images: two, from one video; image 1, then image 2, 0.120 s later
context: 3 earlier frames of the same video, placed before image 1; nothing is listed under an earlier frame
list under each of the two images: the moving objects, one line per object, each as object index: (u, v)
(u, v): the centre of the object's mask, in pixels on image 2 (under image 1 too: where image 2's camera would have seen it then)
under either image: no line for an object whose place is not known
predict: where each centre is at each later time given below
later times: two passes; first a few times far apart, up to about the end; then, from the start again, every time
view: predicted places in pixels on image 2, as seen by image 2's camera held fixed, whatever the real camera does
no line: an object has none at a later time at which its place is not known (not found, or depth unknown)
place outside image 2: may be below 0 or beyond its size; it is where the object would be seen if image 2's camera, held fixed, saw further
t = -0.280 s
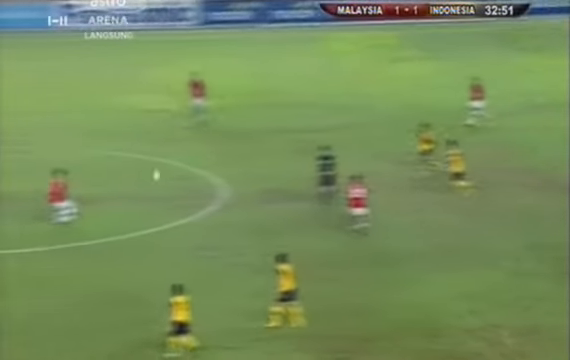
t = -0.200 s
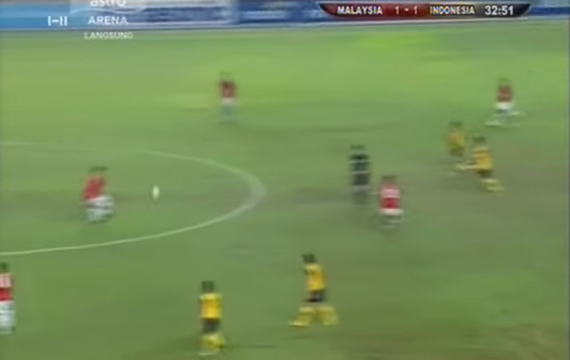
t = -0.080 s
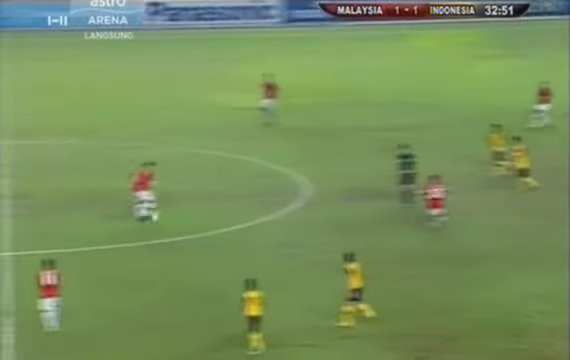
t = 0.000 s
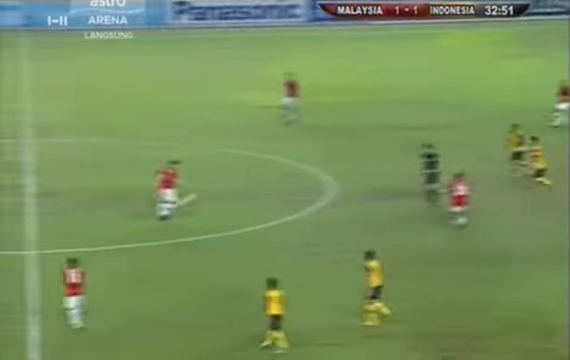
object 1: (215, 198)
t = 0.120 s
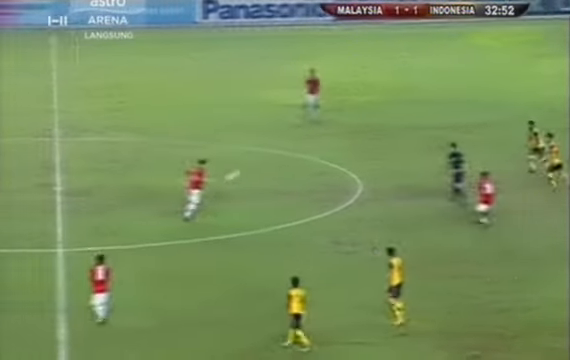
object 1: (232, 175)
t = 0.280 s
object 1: (256, 153)
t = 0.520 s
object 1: (289, 137)
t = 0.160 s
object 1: (238, 168)
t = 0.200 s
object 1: (243, 163)
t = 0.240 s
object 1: (249, 159)
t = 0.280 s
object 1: (256, 153)
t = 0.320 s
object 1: (262, 149)
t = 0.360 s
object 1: (269, 145)
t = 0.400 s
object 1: (274, 143)
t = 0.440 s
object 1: (279, 140)
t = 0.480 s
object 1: (284, 138)
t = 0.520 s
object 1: (289, 137)
